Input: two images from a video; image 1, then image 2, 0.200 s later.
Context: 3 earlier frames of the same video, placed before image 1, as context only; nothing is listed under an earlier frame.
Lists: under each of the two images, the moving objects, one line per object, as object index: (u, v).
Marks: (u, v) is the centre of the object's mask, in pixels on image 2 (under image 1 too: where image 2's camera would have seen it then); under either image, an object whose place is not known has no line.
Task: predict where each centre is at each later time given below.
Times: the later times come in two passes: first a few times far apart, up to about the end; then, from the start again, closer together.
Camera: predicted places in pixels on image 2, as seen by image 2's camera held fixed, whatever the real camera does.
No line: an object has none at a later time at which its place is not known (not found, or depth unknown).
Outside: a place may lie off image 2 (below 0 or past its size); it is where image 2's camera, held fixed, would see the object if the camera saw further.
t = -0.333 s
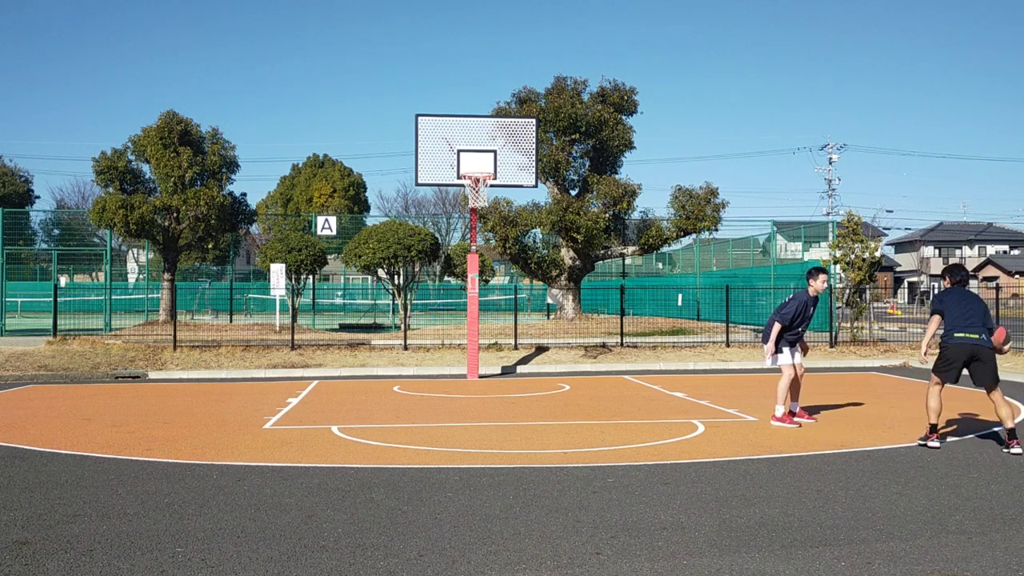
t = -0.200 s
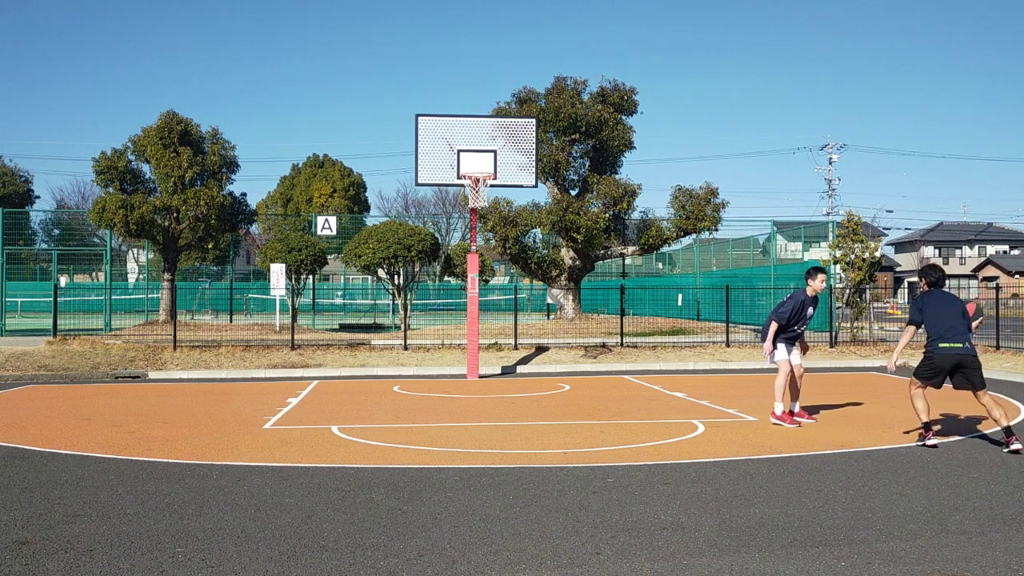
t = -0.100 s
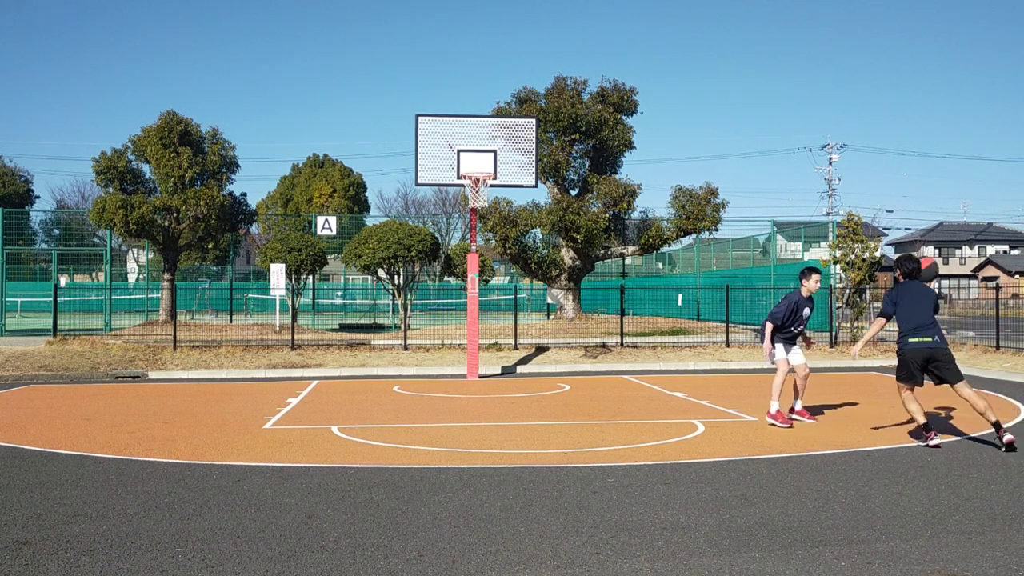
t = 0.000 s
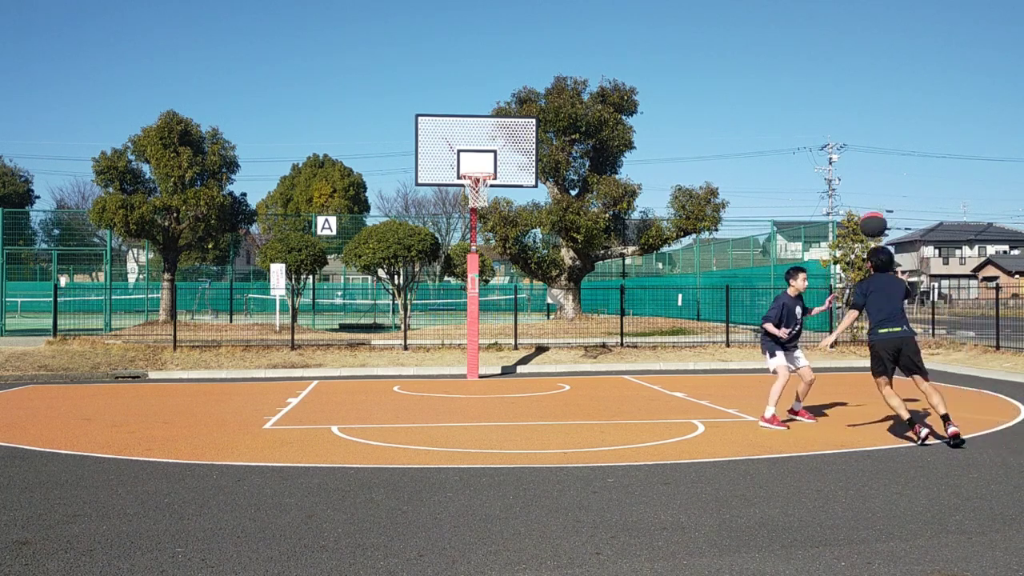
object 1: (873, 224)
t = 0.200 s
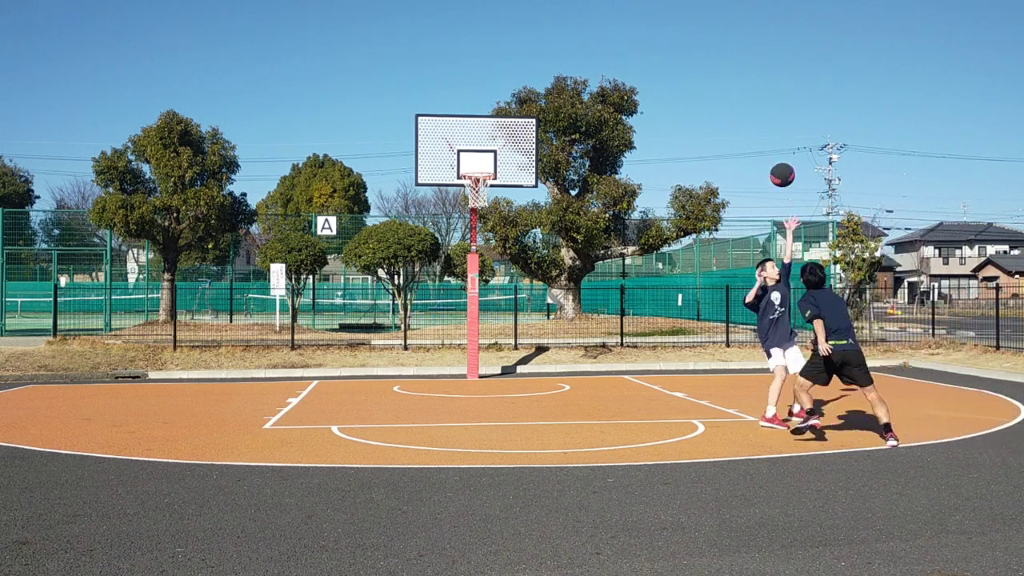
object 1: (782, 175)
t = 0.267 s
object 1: (755, 169)
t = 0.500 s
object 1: (668, 180)
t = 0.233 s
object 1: (768, 171)
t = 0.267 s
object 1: (755, 169)
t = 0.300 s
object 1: (742, 167)
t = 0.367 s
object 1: (716, 168)
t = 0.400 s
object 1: (704, 169)
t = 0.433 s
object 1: (692, 172)
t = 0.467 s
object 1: (680, 176)
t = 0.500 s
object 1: (668, 180)
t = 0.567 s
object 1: (646, 192)
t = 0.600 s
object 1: (635, 200)
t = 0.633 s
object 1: (624, 208)
